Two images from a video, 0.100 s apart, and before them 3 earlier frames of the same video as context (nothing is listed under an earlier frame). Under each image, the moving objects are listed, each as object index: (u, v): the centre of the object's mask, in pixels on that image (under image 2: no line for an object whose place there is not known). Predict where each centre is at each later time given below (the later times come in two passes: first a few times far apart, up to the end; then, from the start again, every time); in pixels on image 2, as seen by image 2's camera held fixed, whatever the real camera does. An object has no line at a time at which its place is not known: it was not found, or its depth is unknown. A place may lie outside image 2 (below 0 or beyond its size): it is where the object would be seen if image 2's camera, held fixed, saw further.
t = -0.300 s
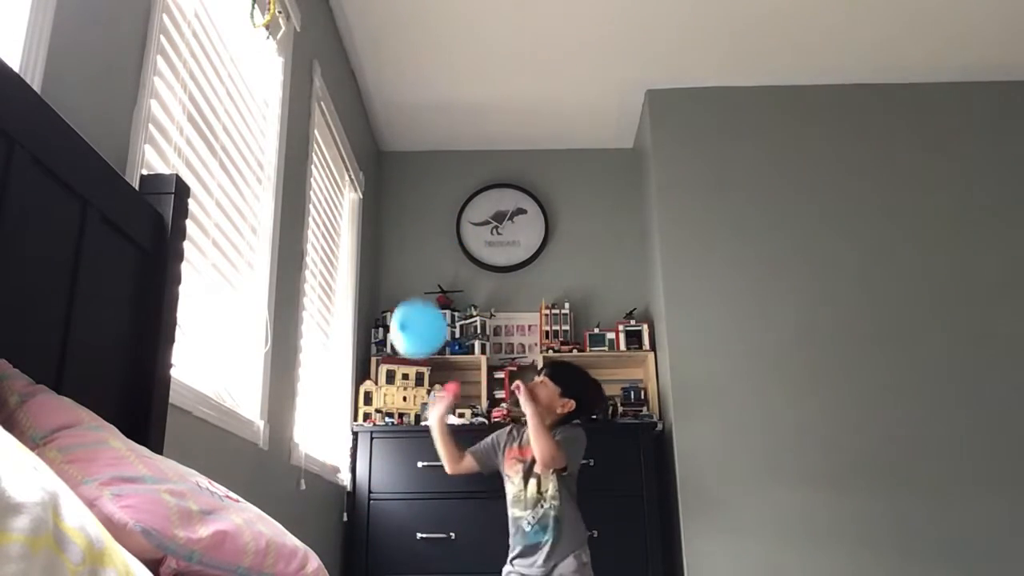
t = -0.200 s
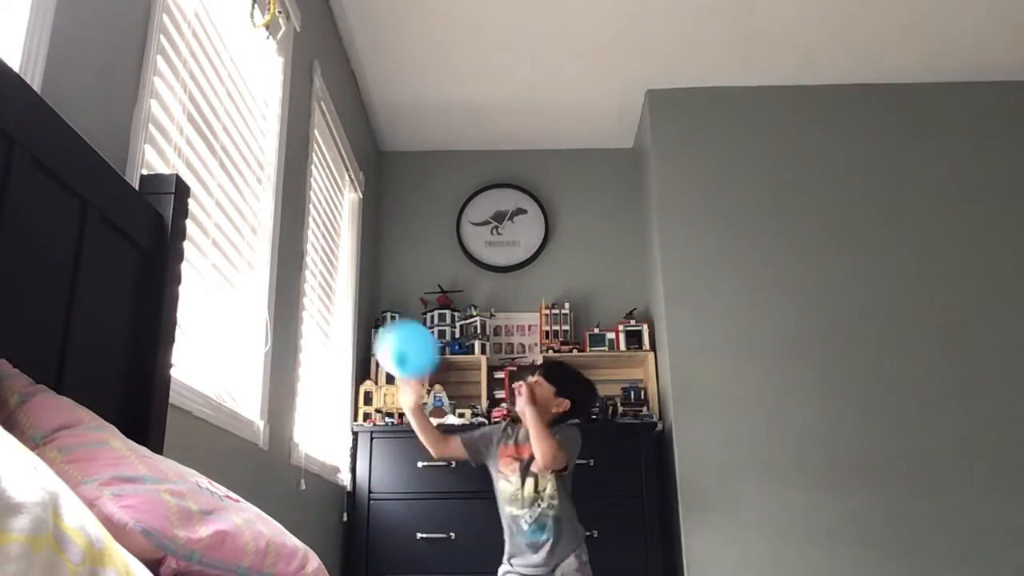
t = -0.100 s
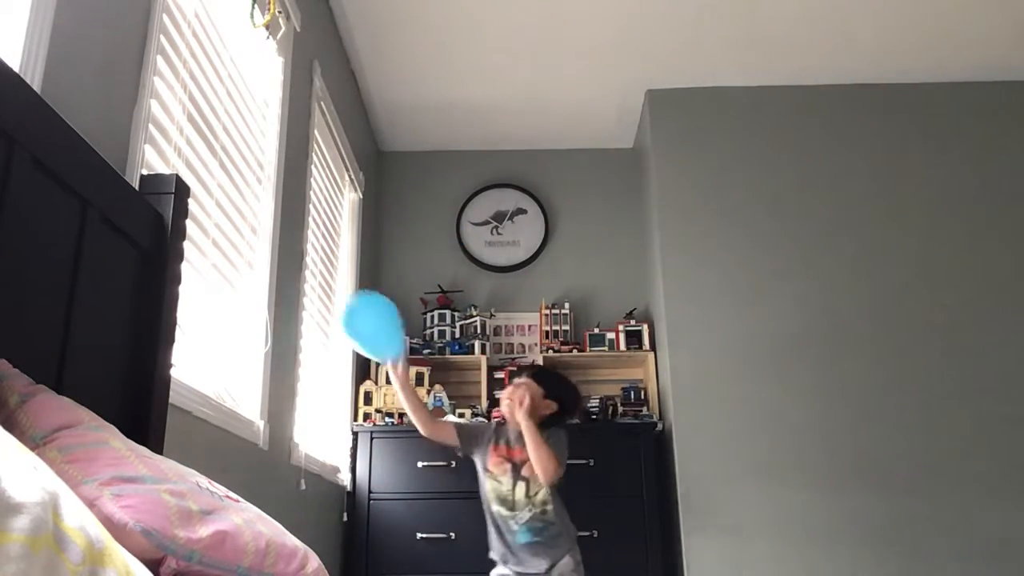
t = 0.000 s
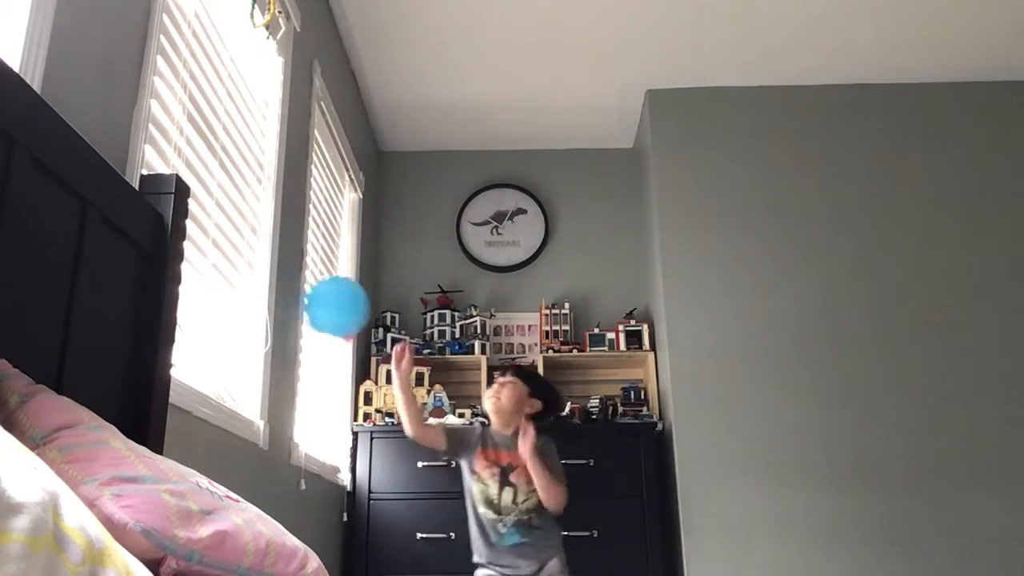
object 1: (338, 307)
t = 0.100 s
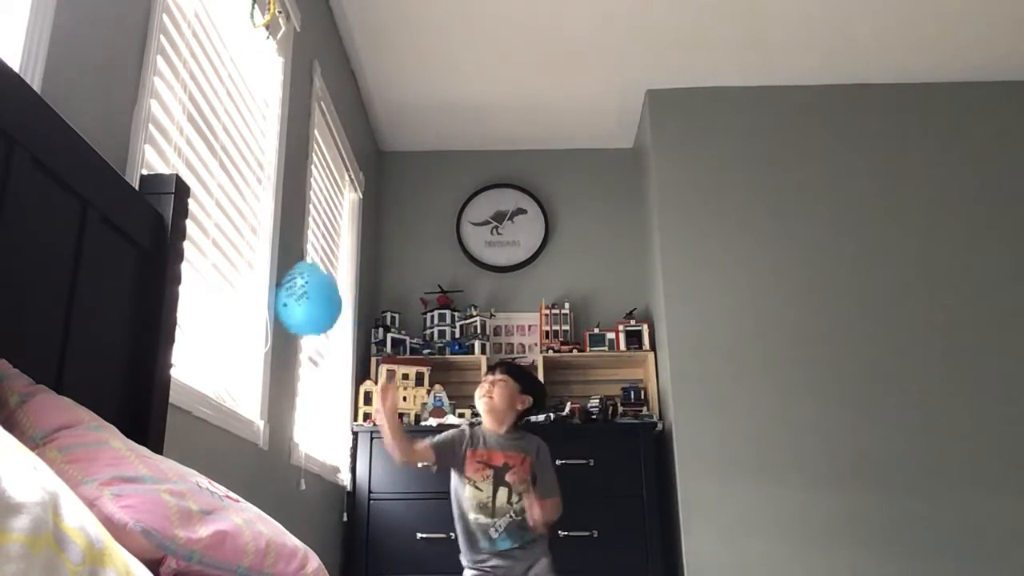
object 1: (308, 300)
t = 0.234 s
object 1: (343, 294)
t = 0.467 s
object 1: (380, 331)
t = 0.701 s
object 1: (400, 411)
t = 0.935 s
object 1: (394, 533)
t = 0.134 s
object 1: (315, 297)
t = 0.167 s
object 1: (326, 295)
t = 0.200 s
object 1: (335, 294)
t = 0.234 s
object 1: (343, 294)
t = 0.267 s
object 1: (350, 296)
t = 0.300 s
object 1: (356, 299)
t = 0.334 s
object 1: (362, 302)
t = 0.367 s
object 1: (367, 307)
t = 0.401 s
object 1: (372, 315)
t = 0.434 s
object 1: (376, 322)
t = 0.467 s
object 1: (380, 331)
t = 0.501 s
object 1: (384, 340)
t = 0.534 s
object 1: (387, 349)
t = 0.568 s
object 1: (390, 360)
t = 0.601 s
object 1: (394, 370)
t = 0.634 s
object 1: (396, 381)
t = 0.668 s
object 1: (399, 395)
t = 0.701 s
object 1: (400, 411)
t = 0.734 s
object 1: (401, 426)
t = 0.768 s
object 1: (401, 442)
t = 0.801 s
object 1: (400, 461)
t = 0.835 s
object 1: (399, 479)
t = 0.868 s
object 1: (398, 497)
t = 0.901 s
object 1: (395, 517)
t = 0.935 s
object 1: (394, 533)
